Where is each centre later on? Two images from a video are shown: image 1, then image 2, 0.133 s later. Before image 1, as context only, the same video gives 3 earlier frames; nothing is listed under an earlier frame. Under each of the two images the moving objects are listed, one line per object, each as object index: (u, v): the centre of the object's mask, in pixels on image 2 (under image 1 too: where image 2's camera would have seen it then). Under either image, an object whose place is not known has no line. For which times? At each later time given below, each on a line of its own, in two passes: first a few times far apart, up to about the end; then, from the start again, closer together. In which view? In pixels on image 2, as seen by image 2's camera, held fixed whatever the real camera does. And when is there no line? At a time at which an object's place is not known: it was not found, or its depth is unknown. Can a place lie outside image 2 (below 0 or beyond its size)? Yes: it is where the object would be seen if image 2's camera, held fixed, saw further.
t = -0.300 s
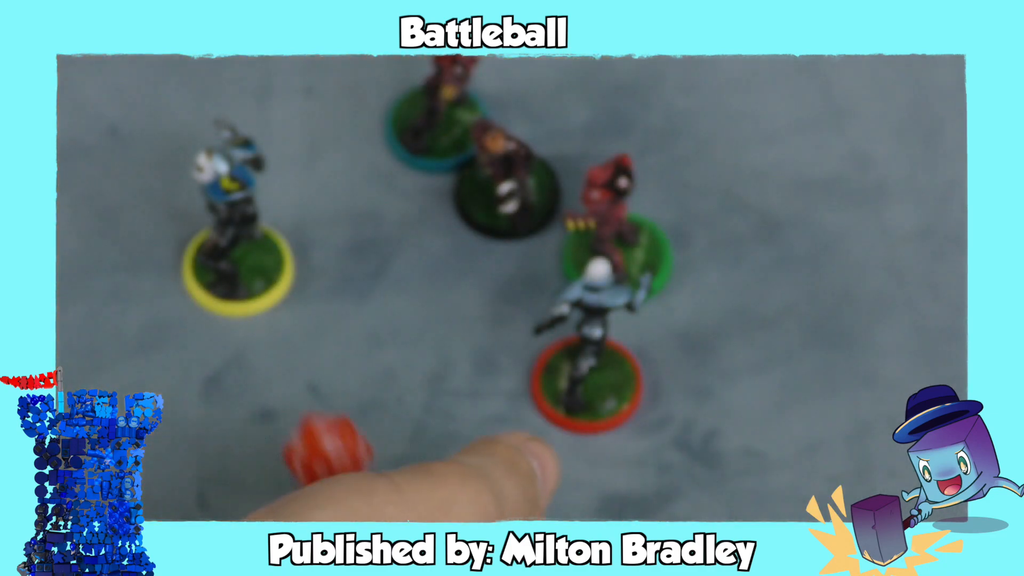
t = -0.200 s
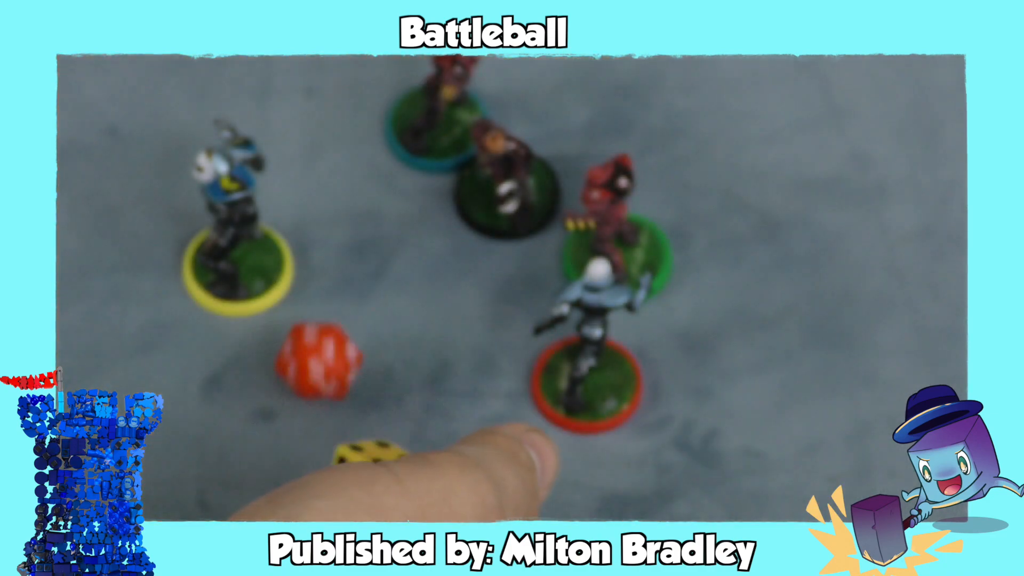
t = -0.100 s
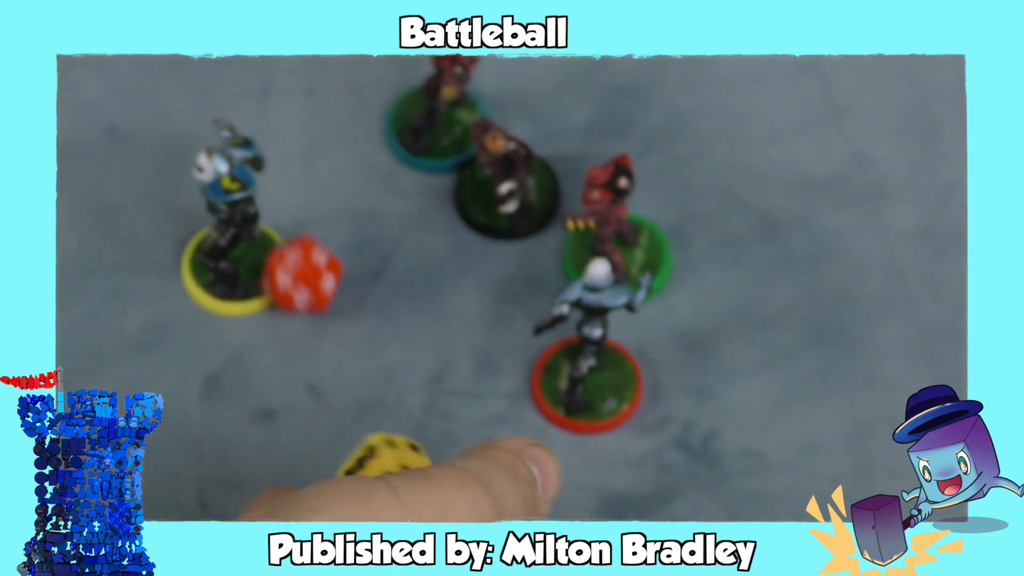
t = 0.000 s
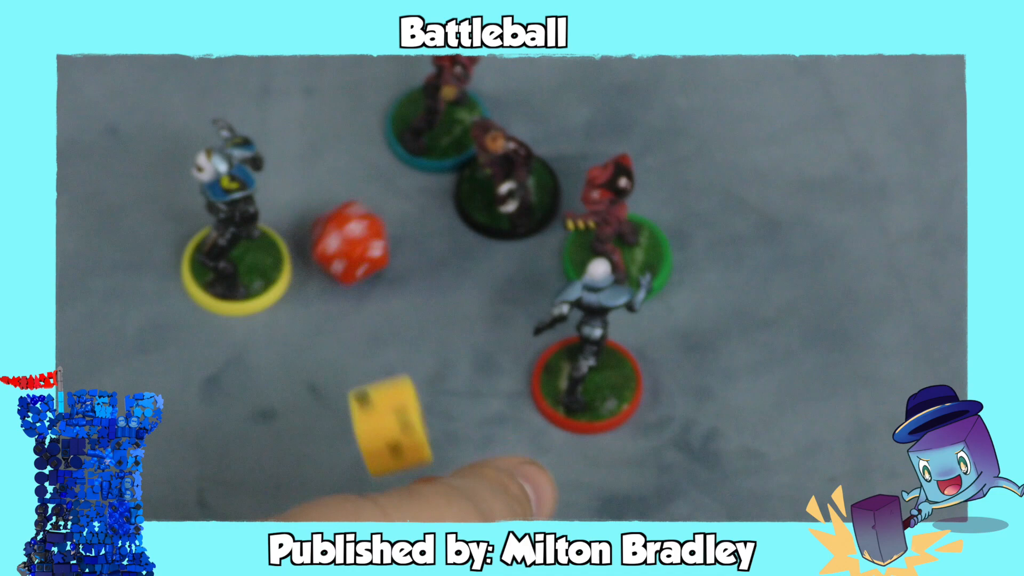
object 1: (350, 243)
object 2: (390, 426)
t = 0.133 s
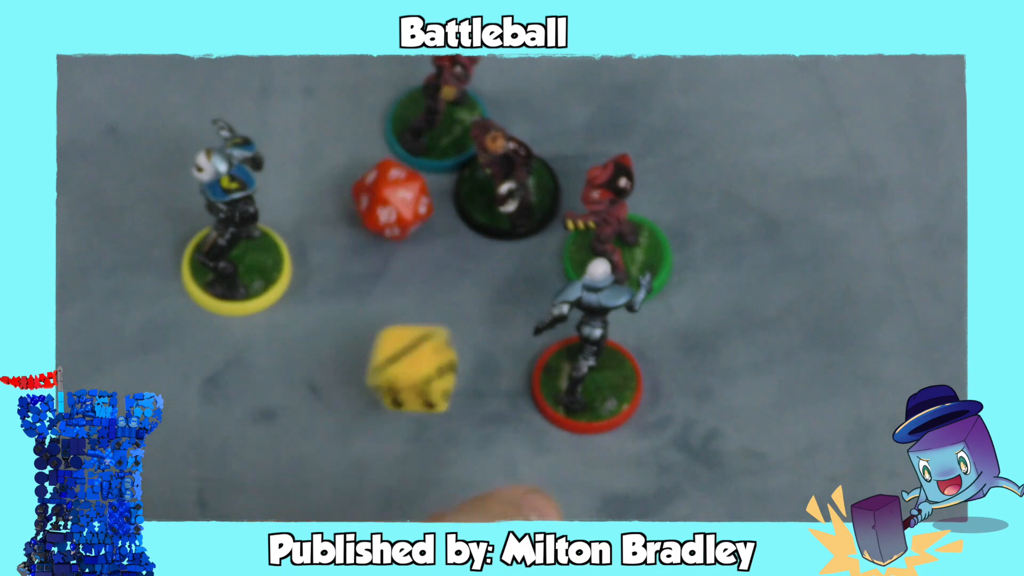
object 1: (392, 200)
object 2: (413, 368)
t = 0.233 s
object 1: (384, 203)
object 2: (434, 337)
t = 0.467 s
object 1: (369, 222)
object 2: (429, 339)
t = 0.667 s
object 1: (369, 222)
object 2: (429, 339)
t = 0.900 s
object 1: (368, 222)
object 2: (429, 339)
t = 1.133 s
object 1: (369, 222)
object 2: (429, 339)
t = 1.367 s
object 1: (368, 223)
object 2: (429, 339)
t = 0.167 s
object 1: (394, 195)
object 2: (437, 369)
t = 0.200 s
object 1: (391, 196)
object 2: (437, 341)
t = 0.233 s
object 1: (384, 203)
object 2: (434, 337)
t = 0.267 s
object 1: (381, 209)
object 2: (432, 335)
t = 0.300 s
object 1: (378, 212)
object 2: (428, 339)
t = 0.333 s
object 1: (374, 215)
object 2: (429, 339)
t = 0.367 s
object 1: (372, 218)
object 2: (429, 339)
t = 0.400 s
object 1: (367, 224)
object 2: (429, 339)
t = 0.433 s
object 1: (367, 224)
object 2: (429, 339)
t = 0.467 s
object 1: (369, 222)
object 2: (429, 339)
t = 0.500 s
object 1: (369, 222)
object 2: (429, 339)
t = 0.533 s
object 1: (368, 222)
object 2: (429, 339)
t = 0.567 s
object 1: (368, 222)
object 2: (429, 339)
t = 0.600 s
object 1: (369, 223)
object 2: (429, 339)
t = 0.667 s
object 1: (369, 222)
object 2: (429, 339)
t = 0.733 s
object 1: (369, 222)
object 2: (429, 339)
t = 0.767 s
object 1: (369, 222)
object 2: (429, 339)
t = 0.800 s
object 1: (369, 222)
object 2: (429, 339)
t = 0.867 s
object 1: (369, 223)
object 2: (429, 339)
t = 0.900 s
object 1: (368, 222)
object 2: (429, 339)
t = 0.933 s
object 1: (369, 223)
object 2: (429, 339)
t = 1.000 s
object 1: (369, 223)
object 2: (429, 339)
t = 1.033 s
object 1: (368, 222)
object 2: (429, 339)
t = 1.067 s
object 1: (369, 222)
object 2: (429, 339)
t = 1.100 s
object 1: (369, 222)
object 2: (429, 339)
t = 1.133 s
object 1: (369, 222)
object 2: (429, 339)
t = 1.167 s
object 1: (369, 222)
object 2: (429, 339)
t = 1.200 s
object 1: (369, 222)
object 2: (429, 339)
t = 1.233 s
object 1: (369, 222)
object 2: (429, 339)
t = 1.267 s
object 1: (368, 222)
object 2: (429, 339)
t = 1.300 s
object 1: (368, 222)
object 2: (429, 339)
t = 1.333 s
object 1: (368, 223)
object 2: (429, 339)
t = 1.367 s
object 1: (368, 223)
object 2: (429, 339)
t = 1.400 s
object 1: (368, 222)
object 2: (429, 339)
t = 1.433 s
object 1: (368, 222)
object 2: (429, 339)
